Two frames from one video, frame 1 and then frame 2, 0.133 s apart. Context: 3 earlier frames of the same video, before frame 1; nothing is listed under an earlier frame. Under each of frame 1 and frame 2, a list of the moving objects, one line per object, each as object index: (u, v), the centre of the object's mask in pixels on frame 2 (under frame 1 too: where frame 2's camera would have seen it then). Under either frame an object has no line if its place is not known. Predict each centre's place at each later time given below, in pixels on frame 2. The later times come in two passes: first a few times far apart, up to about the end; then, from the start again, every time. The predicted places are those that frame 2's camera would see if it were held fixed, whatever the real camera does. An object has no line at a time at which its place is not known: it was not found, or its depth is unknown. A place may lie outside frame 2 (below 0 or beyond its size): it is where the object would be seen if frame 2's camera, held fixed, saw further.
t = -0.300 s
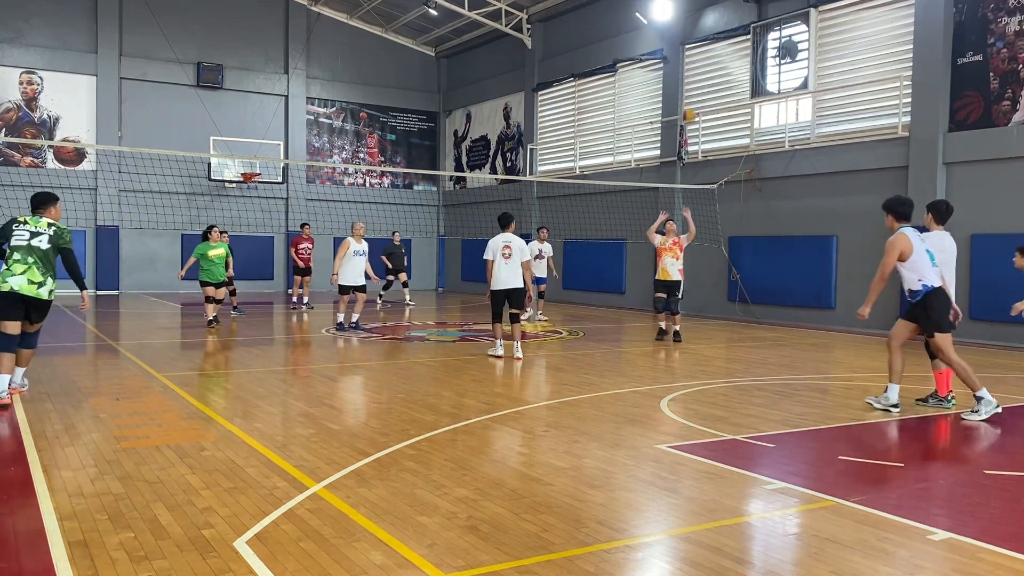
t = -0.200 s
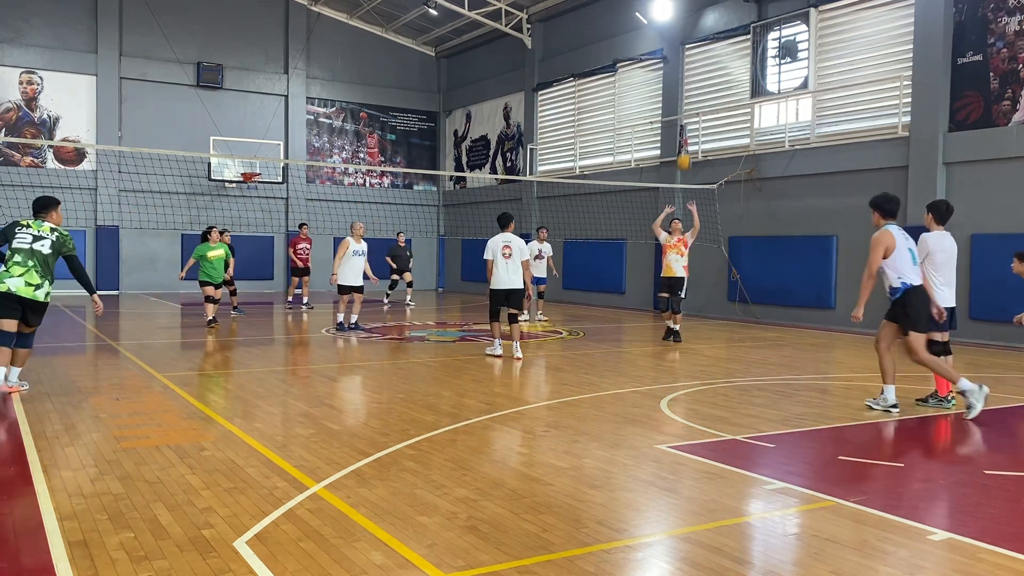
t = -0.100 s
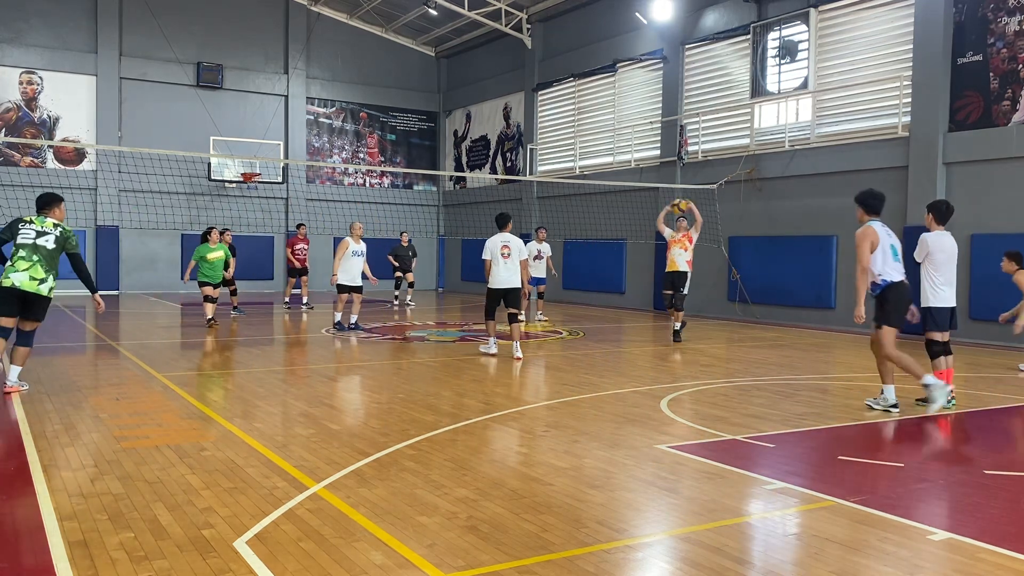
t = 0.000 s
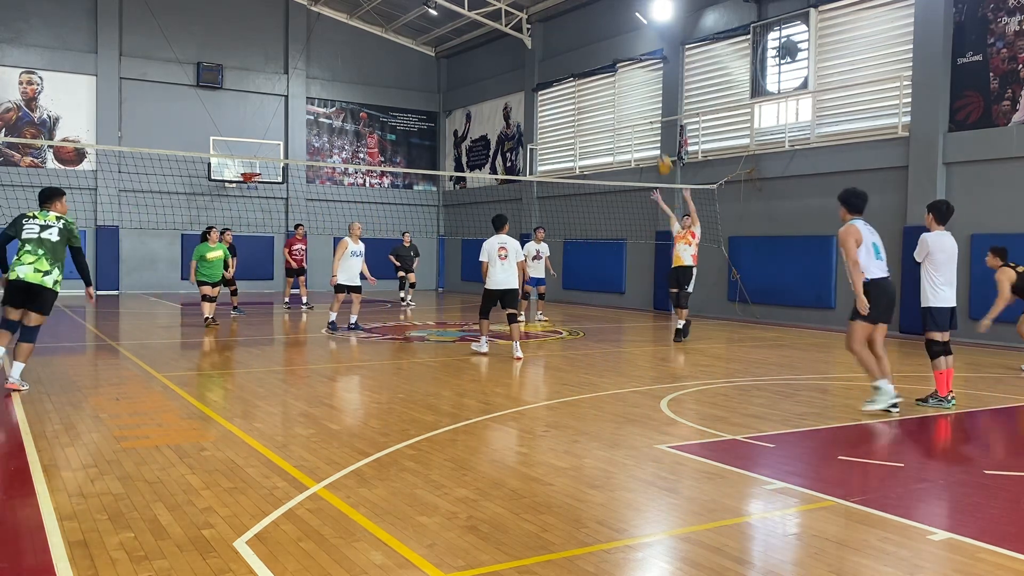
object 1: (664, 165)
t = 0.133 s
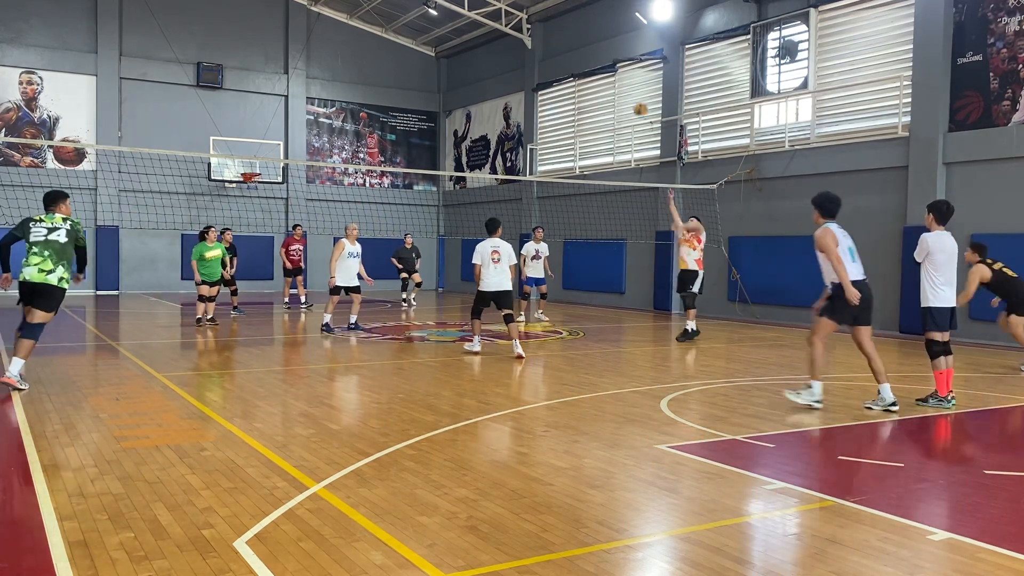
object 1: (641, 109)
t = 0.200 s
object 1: (629, 87)
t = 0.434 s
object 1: (588, 35)
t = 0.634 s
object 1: (552, 23)
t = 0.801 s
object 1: (524, 35)
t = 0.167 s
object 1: (634, 97)
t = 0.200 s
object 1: (629, 87)
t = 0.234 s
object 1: (622, 76)
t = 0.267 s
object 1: (616, 66)
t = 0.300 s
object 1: (611, 59)
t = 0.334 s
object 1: (606, 51)
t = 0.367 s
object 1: (599, 45)
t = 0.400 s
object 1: (594, 39)
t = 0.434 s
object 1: (588, 35)
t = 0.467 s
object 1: (582, 31)
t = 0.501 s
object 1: (576, 28)
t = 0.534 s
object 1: (570, 25)
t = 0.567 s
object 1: (564, 24)
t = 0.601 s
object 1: (558, 23)
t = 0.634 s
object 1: (552, 23)
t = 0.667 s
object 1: (547, 24)
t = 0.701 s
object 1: (541, 26)
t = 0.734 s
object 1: (535, 29)
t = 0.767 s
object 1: (529, 31)
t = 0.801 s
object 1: (524, 35)
